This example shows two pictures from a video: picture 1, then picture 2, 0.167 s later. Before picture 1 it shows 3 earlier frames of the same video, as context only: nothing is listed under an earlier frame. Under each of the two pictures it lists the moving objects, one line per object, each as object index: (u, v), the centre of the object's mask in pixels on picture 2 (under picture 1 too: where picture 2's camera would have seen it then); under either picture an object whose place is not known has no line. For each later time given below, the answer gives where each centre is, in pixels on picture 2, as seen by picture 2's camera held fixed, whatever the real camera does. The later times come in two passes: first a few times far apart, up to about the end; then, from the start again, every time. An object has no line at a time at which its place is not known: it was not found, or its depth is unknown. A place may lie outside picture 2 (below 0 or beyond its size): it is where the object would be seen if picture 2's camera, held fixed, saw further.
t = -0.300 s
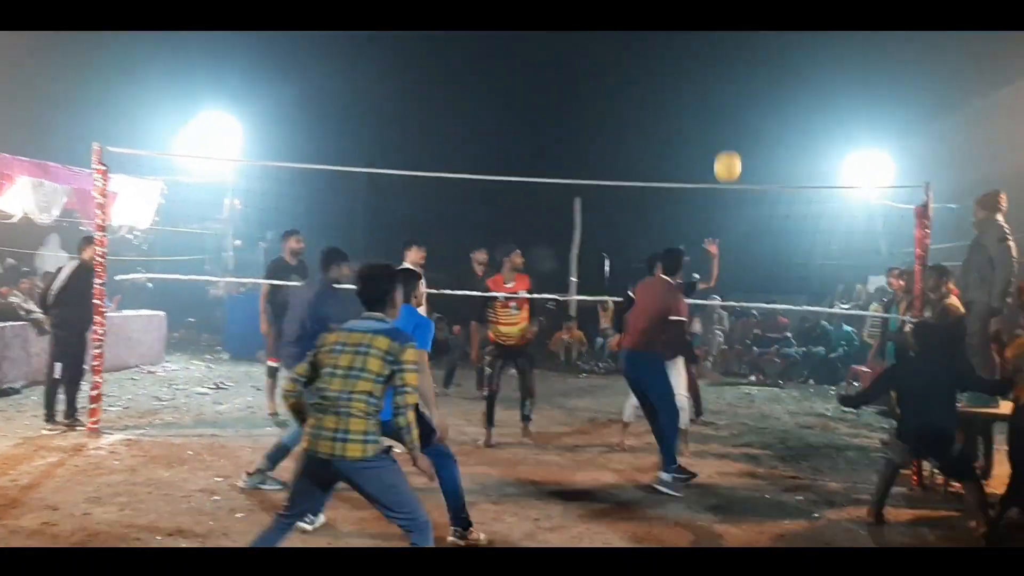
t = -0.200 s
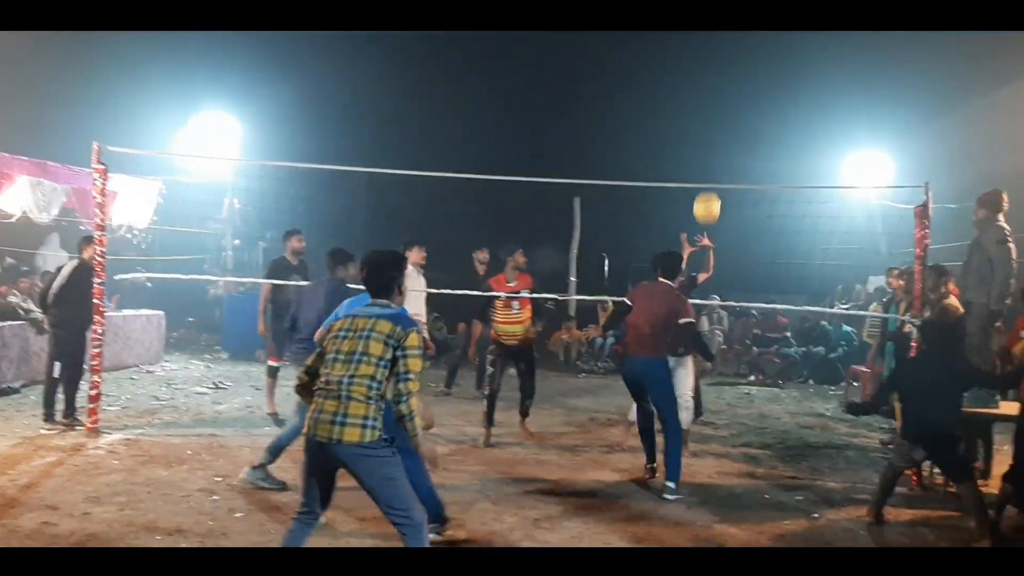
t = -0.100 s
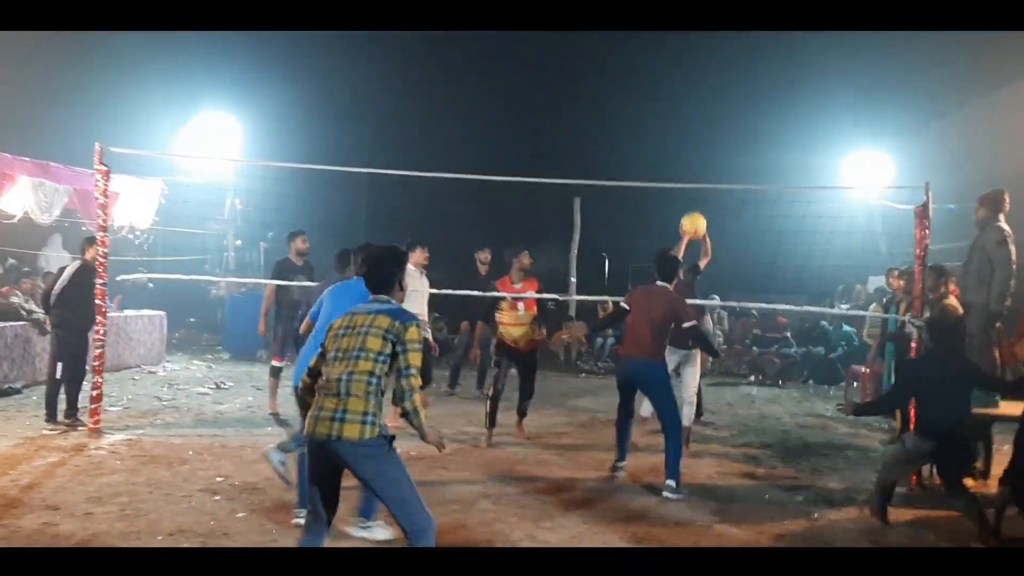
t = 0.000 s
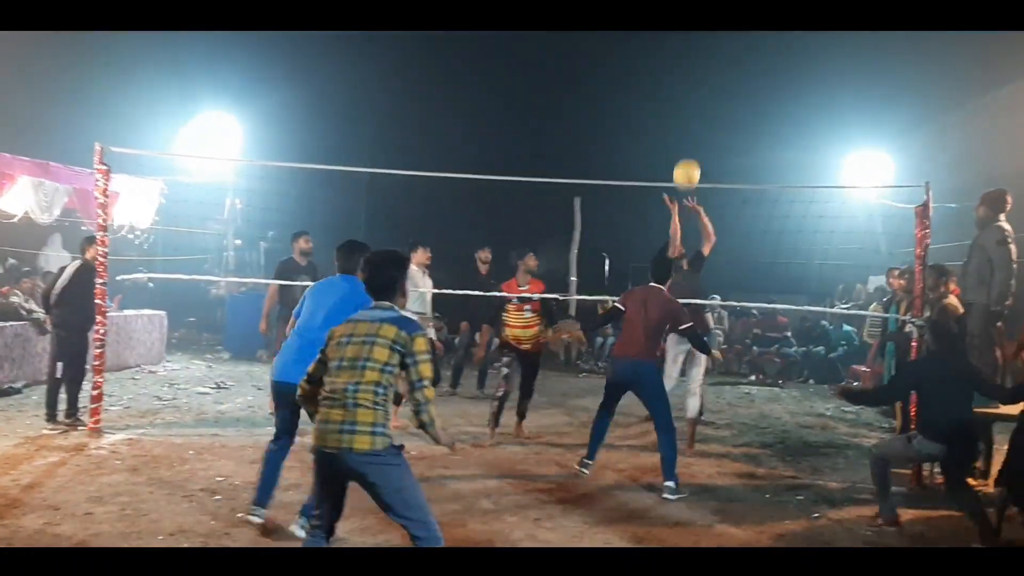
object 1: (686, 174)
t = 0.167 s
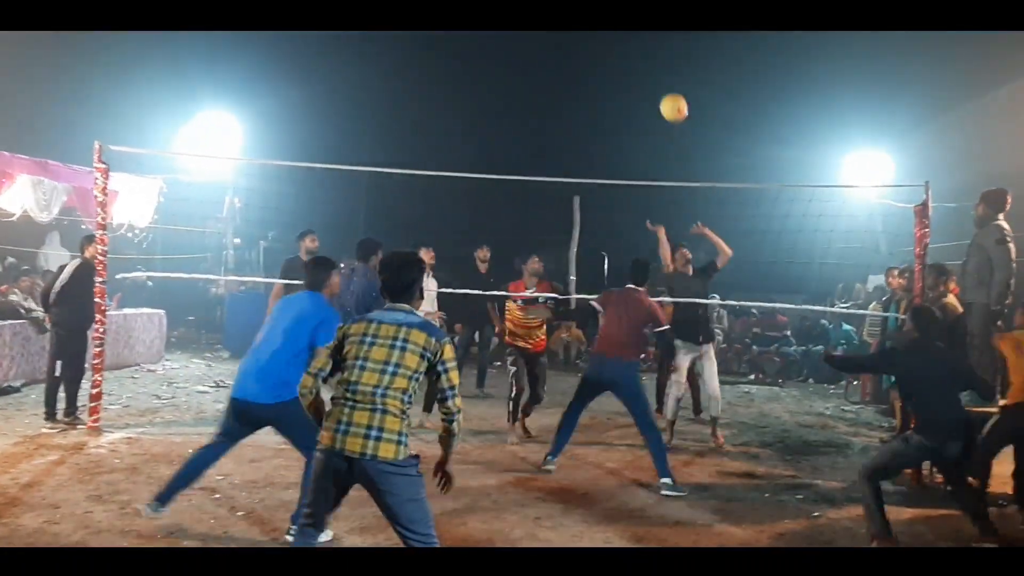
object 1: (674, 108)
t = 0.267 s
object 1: (667, 83)
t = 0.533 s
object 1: (645, 72)
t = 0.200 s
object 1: (671, 98)
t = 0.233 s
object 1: (669, 90)
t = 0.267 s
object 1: (667, 83)
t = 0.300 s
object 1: (664, 78)
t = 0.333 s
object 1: (662, 73)
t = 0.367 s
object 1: (659, 70)
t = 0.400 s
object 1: (656, 68)
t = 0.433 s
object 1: (654, 67)
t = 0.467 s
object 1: (651, 67)
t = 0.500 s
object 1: (648, 69)
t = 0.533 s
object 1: (645, 72)
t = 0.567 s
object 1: (642, 77)
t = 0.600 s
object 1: (639, 82)
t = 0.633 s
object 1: (636, 89)
